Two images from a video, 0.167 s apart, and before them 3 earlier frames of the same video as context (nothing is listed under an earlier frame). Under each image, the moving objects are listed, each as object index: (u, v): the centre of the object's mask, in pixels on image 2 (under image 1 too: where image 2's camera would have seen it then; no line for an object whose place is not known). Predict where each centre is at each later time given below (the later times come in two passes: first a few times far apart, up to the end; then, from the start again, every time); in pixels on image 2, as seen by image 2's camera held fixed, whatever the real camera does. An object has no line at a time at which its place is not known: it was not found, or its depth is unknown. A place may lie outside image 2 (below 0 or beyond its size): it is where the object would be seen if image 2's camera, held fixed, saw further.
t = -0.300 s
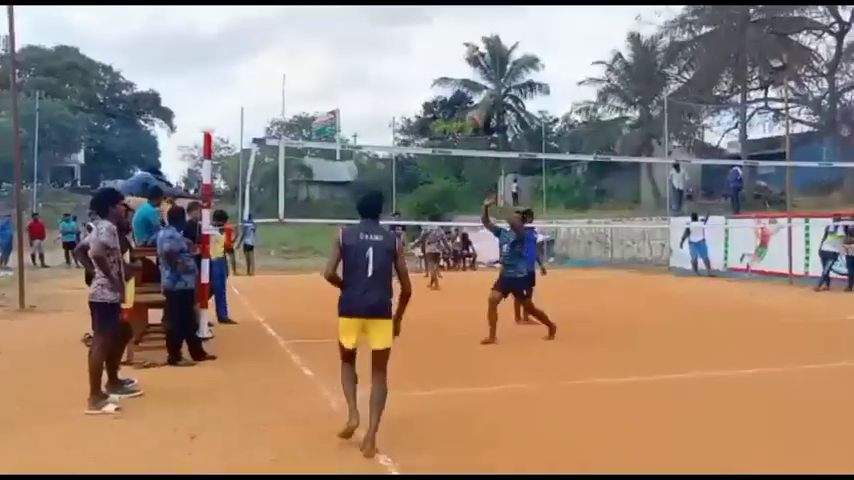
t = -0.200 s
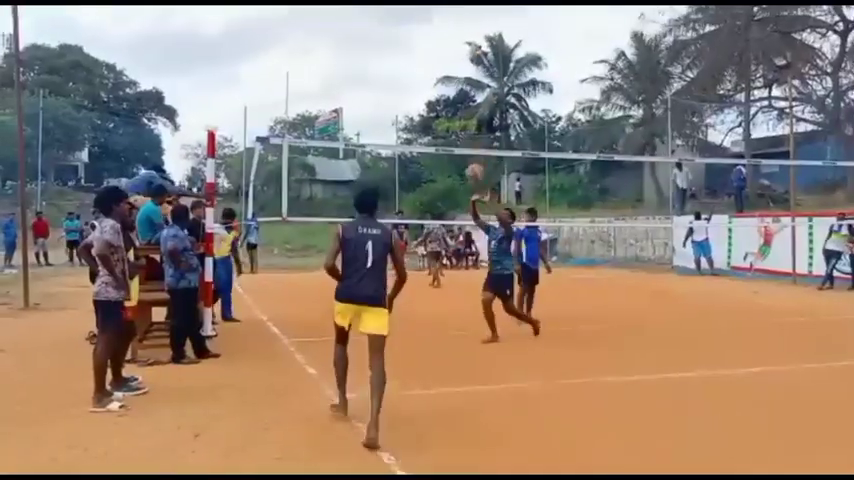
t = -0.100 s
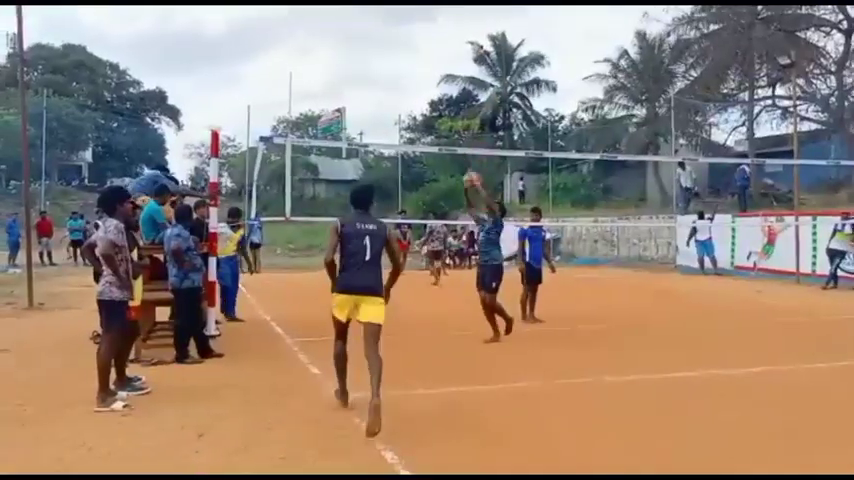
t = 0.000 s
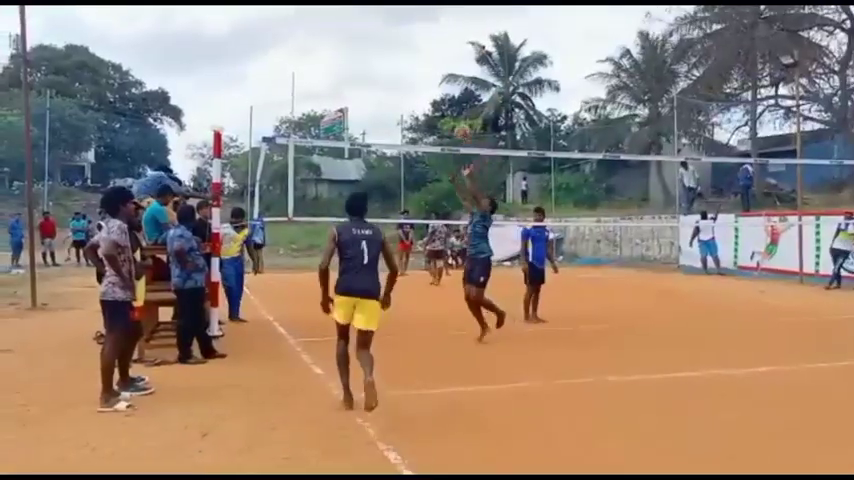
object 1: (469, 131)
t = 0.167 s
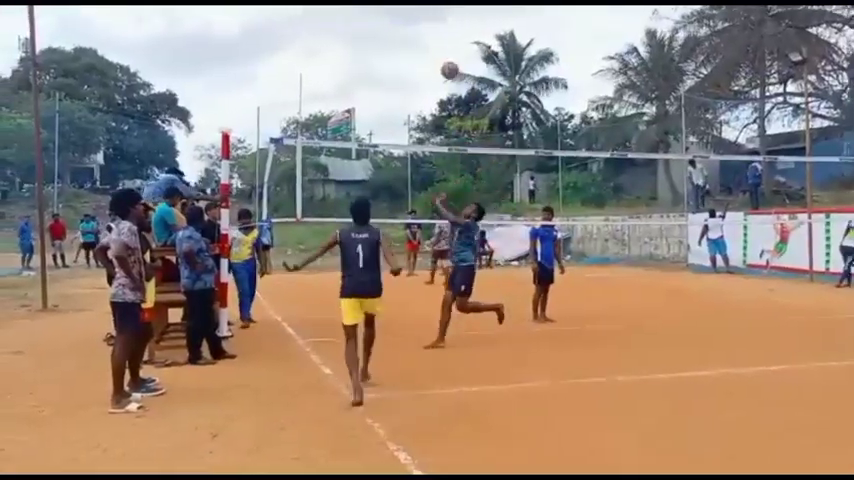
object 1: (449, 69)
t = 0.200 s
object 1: (445, 59)
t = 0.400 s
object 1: (419, 16)
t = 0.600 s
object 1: (394, 6)
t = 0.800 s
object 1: (369, 29)
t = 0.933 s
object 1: (353, 62)
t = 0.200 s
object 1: (445, 59)
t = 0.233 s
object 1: (441, 50)
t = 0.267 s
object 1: (436, 41)
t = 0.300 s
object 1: (432, 33)
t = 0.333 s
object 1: (428, 27)
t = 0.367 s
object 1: (423, 21)
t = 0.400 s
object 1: (419, 16)
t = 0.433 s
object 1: (414, 13)
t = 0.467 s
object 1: (410, 10)
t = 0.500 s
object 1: (407, 8)
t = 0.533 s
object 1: (402, 6)
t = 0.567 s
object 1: (398, 6)
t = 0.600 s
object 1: (394, 6)
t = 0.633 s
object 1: (390, 7)
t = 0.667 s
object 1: (386, 10)
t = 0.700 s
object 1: (381, 13)
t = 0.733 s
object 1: (377, 18)
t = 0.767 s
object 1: (373, 23)
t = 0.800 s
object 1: (369, 29)
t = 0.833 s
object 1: (365, 36)
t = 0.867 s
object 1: (361, 44)
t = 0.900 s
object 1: (357, 53)
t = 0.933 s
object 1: (353, 62)
